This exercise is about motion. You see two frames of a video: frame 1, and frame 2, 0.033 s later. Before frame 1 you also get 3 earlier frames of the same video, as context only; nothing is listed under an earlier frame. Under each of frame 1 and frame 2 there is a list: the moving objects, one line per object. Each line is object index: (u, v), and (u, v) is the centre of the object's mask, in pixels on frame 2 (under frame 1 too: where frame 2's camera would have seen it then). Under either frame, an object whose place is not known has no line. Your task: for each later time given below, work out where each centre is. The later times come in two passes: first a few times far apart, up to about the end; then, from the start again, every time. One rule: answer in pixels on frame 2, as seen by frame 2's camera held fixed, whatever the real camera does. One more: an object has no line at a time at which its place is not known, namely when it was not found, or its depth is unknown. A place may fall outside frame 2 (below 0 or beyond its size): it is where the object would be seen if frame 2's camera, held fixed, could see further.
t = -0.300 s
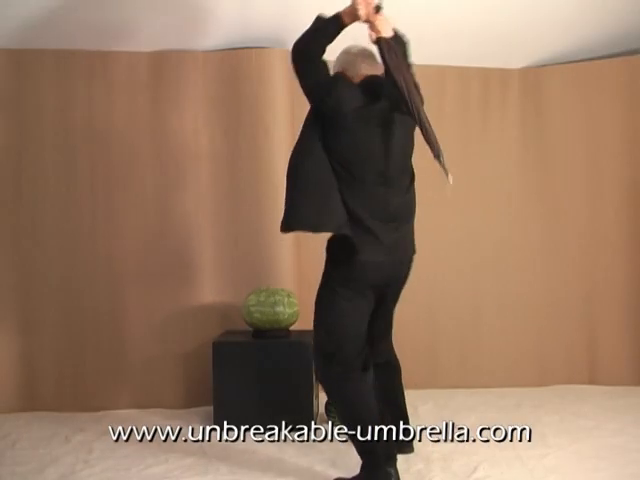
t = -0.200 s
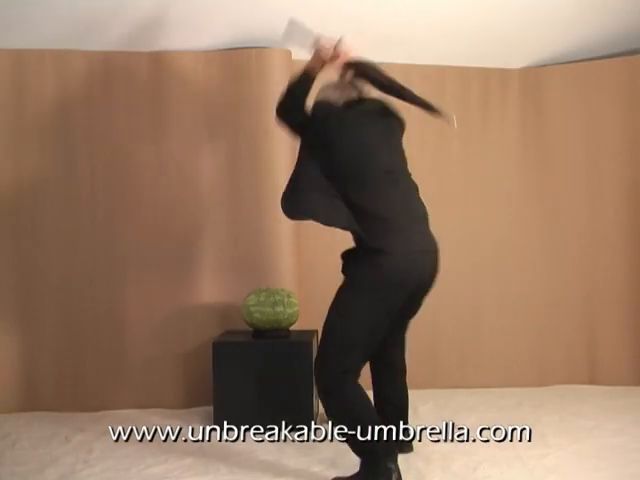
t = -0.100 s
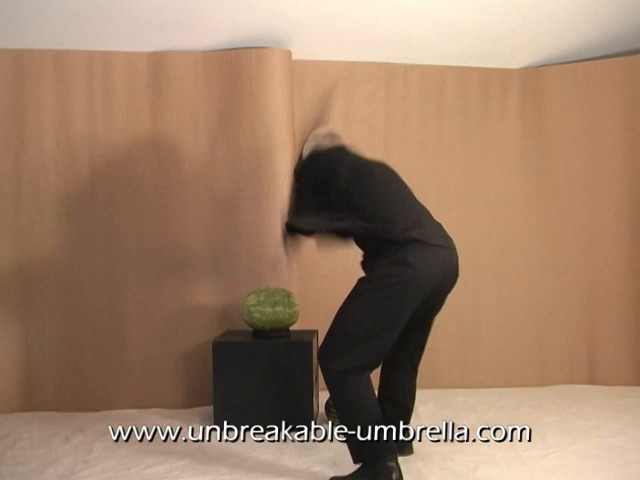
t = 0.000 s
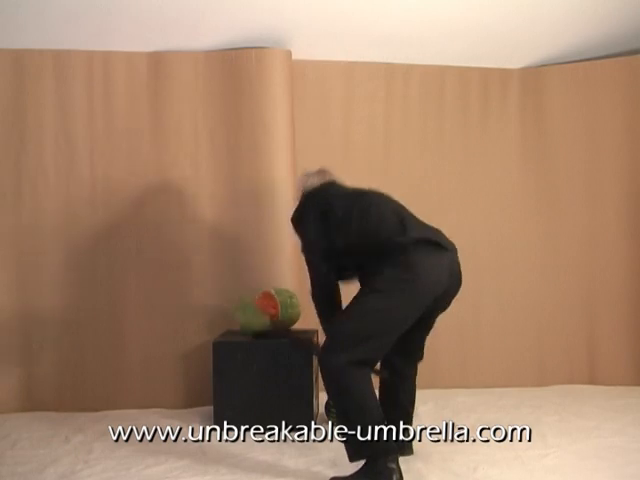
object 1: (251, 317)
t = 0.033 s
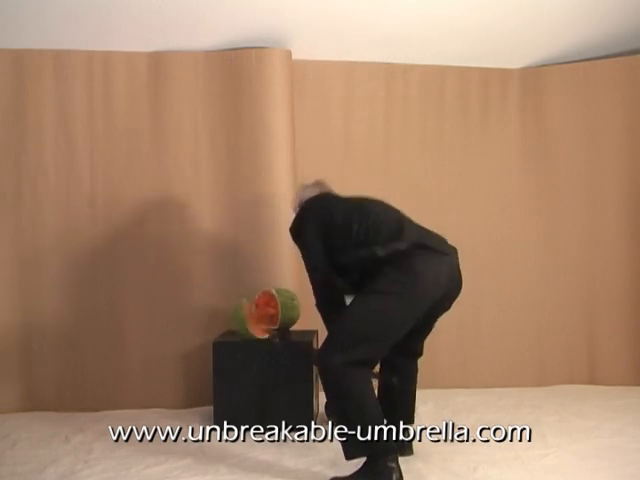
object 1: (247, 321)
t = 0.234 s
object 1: (222, 350)
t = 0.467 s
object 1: (179, 419)
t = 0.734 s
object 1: (106, 438)
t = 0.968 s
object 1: (73, 444)
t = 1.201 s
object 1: (39, 452)
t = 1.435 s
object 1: (41, 459)
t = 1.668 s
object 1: (58, 458)
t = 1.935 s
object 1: (43, 461)
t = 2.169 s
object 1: (31, 461)
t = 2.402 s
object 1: (41, 462)
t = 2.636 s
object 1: (50, 460)
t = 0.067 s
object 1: (244, 319)
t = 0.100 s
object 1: (240, 321)
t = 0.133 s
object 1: (235, 326)
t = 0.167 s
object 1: (230, 333)
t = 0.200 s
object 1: (226, 341)
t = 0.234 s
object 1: (222, 350)
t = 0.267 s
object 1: (219, 361)
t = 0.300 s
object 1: (216, 376)
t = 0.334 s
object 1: (212, 393)
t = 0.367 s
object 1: (207, 409)
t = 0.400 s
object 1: (199, 429)
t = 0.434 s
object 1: (191, 421)
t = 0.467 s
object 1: (179, 419)
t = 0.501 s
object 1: (166, 422)
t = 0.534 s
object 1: (158, 425)
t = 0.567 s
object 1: (148, 426)
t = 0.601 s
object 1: (140, 435)
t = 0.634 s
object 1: (130, 436)
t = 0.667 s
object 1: (124, 436)
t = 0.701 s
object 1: (115, 436)
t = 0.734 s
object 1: (106, 438)
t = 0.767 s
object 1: (98, 441)
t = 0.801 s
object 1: (95, 441)
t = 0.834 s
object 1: (93, 436)
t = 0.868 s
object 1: (89, 435)
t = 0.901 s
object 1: (85, 435)
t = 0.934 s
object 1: (79, 439)
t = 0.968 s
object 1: (73, 444)
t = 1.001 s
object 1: (67, 445)
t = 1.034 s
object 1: (60, 451)
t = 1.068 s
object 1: (56, 455)
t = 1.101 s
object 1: (51, 455)
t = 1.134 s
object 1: (46, 454)
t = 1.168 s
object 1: (42, 452)
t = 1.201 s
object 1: (39, 452)
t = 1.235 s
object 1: (37, 451)
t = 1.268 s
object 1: (36, 452)
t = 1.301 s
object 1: (36, 453)
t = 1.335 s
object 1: (36, 454)
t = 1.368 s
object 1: (37, 457)
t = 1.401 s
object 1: (38, 459)
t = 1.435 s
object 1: (41, 459)
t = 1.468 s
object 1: (46, 459)
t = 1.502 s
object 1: (50, 459)
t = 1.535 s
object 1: (54, 459)
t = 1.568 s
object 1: (56, 459)
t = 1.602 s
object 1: (58, 459)
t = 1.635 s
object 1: (58, 459)
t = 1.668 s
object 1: (58, 458)
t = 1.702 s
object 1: (58, 458)
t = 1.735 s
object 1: (57, 458)
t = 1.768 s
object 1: (56, 458)
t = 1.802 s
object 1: (54, 458)
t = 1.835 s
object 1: (51, 458)
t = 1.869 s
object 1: (49, 459)
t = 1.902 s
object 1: (46, 460)
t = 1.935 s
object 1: (43, 461)
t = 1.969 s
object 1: (40, 462)
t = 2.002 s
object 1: (37, 462)
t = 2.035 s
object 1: (35, 462)
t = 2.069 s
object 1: (33, 462)
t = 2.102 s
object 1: (32, 462)
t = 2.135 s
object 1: (31, 461)
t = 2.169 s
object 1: (31, 461)
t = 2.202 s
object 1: (31, 461)
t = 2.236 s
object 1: (31, 461)
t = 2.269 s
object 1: (32, 462)
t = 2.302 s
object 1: (34, 462)
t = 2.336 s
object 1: (36, 462)
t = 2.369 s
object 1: (38, 462)
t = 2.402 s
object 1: (41, 462)
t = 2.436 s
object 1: (42, 462)
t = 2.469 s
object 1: (44, 461)
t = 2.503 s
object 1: (47, 461)
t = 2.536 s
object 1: (48, 460)
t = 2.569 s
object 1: (49, 460)
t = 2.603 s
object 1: (50, 460)
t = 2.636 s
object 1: (50, 460)
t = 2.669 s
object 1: (51, 460)
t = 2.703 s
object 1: (50, 461)
